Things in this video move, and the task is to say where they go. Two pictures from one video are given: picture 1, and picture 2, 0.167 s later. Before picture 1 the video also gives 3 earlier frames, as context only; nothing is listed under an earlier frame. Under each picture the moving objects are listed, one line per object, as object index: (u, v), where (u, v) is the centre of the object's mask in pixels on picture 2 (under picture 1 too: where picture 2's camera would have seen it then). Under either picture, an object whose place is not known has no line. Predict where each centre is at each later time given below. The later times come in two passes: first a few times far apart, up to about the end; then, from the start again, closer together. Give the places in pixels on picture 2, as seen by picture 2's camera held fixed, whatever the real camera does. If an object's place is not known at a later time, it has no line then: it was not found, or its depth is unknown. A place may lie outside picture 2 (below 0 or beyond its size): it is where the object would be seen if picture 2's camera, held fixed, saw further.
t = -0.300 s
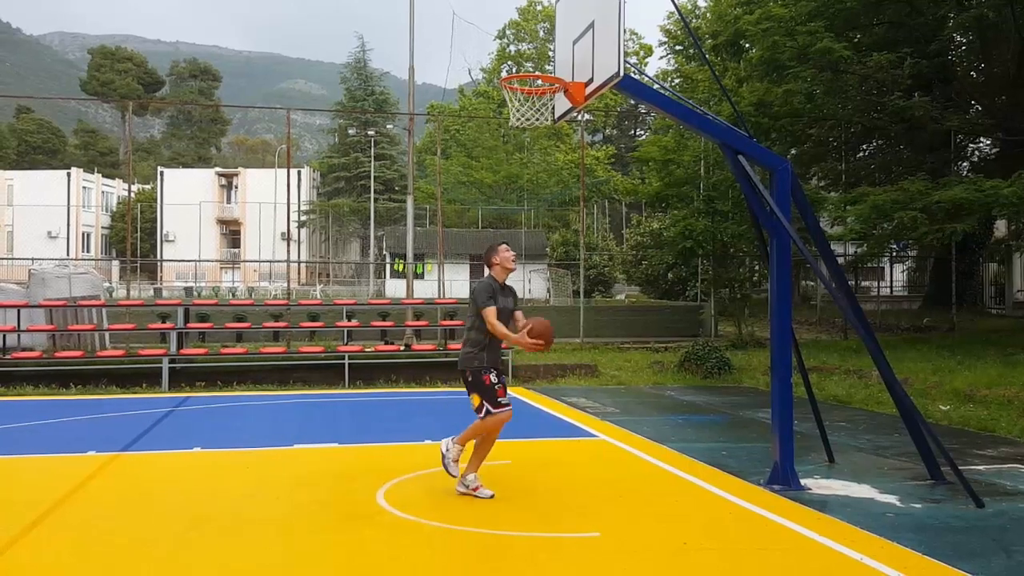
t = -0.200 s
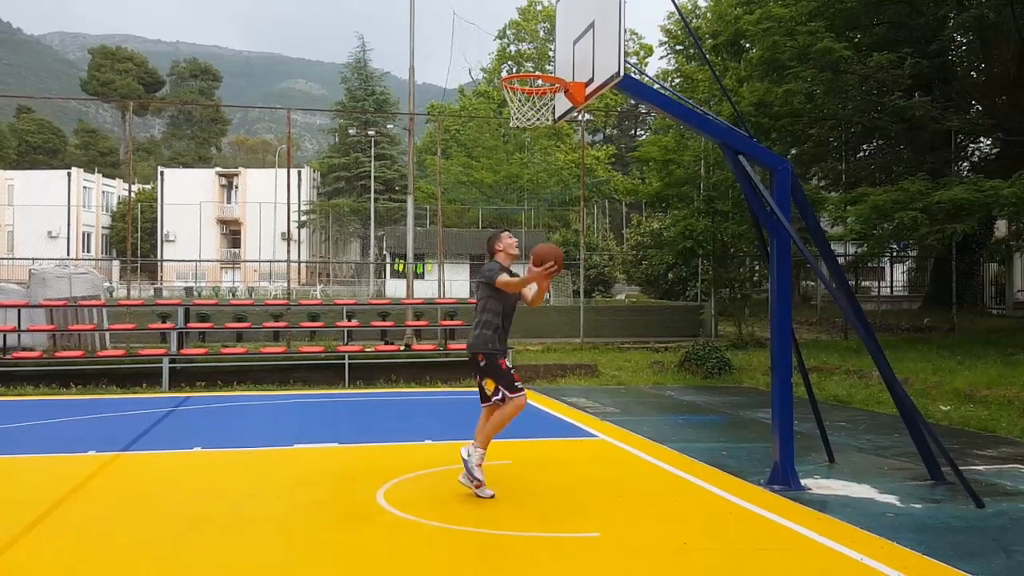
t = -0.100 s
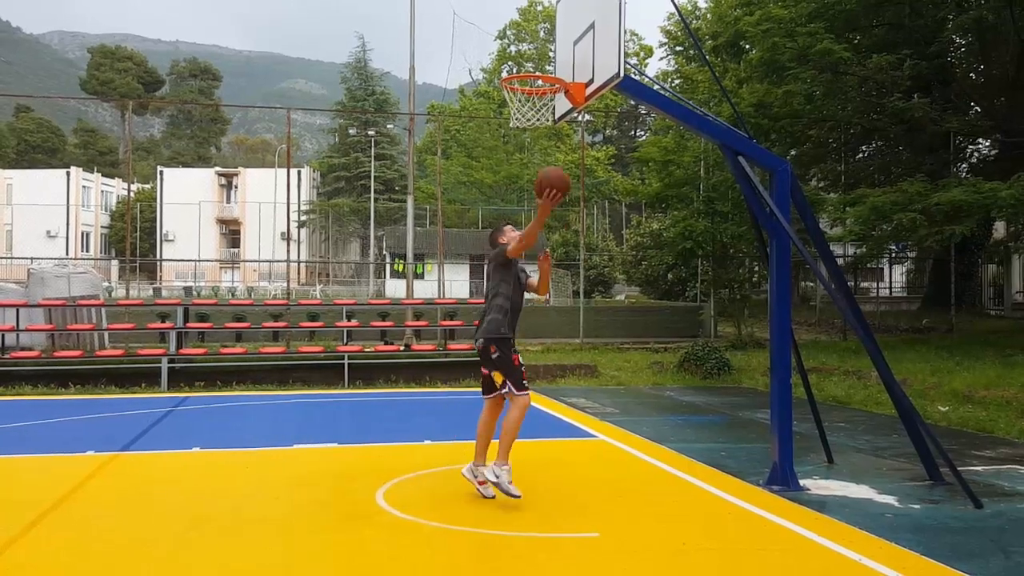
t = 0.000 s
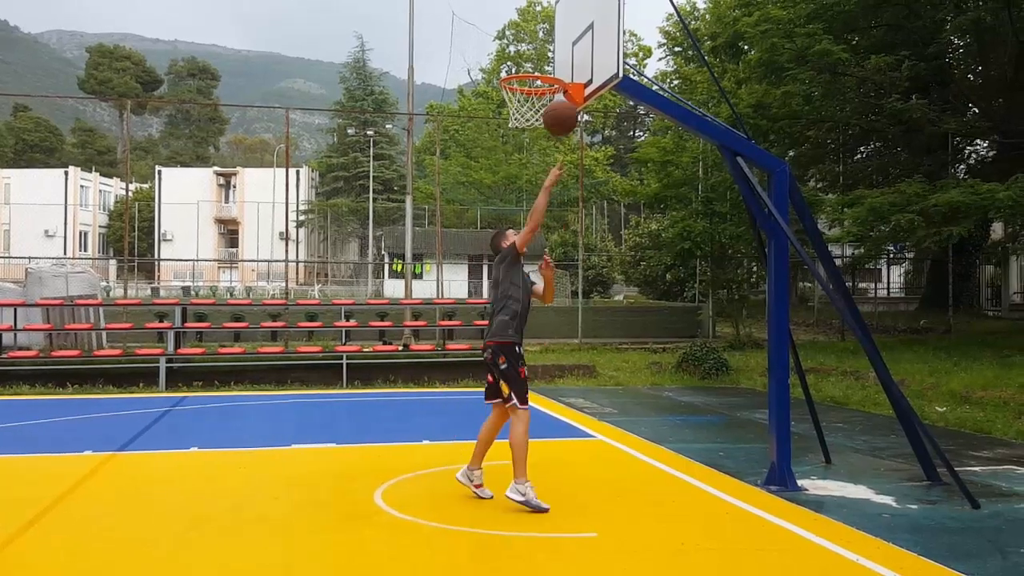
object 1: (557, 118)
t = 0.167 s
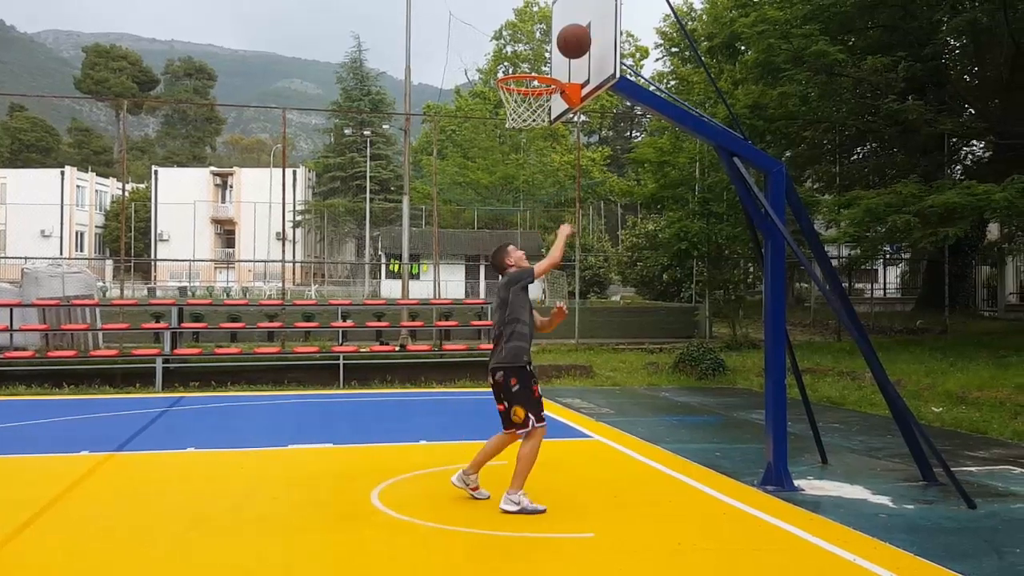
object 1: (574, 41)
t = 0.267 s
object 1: (582, 17)
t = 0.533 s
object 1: (546, 42)
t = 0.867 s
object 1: (508, 178)
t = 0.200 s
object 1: (577, 31)
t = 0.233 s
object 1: (580, 23)
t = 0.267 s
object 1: (582, 17)
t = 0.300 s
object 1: (578, 16)
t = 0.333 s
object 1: (573, 16)
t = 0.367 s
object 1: (568, 16)
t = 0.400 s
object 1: (564, 18)
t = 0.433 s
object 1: (560, 22)
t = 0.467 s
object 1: (556, 28)
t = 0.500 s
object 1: (551, 34)
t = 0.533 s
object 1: (546, 42)
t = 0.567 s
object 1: (543, 52)
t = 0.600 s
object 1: (538, 61)
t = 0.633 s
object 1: (534, 73)
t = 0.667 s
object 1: (530, 91)
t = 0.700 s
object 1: (526, 103)
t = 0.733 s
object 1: (523, 118)
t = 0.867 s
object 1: (508, 178)
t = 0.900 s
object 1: (504, 196)
